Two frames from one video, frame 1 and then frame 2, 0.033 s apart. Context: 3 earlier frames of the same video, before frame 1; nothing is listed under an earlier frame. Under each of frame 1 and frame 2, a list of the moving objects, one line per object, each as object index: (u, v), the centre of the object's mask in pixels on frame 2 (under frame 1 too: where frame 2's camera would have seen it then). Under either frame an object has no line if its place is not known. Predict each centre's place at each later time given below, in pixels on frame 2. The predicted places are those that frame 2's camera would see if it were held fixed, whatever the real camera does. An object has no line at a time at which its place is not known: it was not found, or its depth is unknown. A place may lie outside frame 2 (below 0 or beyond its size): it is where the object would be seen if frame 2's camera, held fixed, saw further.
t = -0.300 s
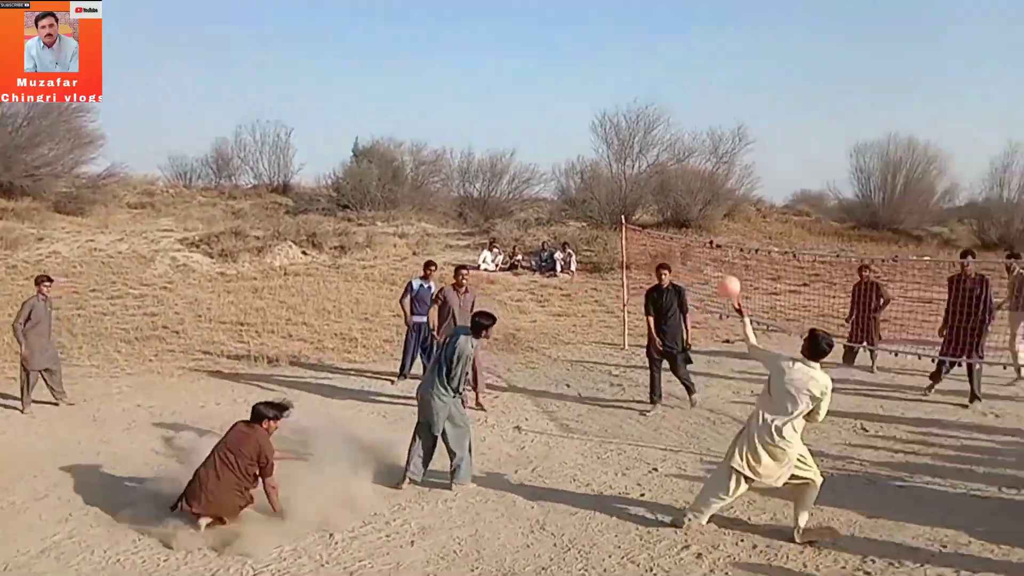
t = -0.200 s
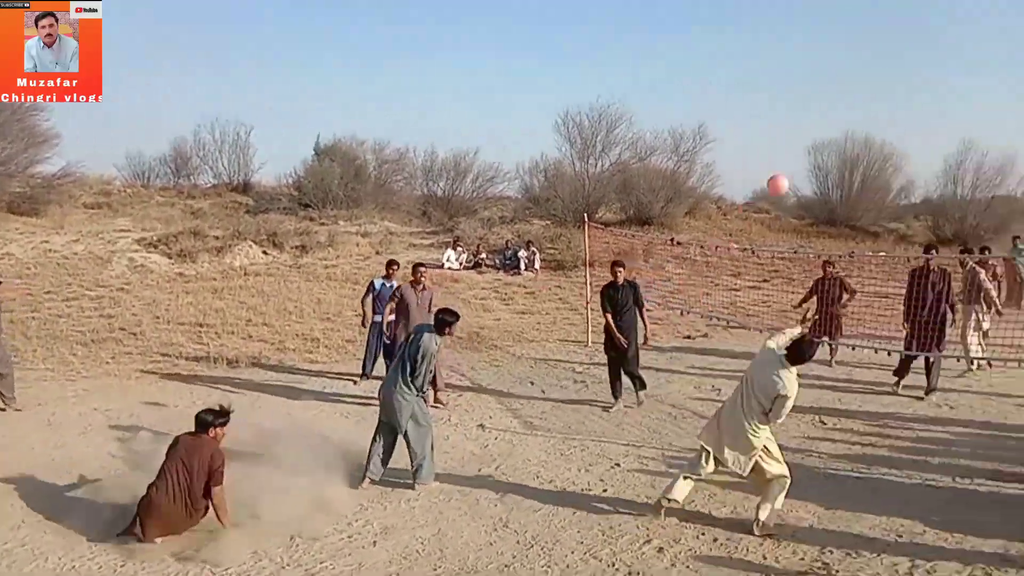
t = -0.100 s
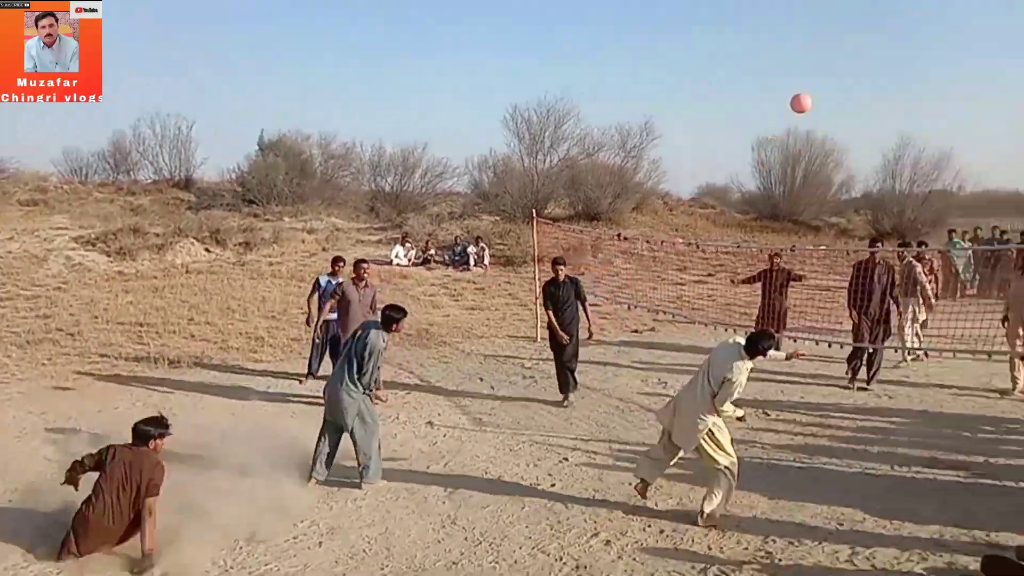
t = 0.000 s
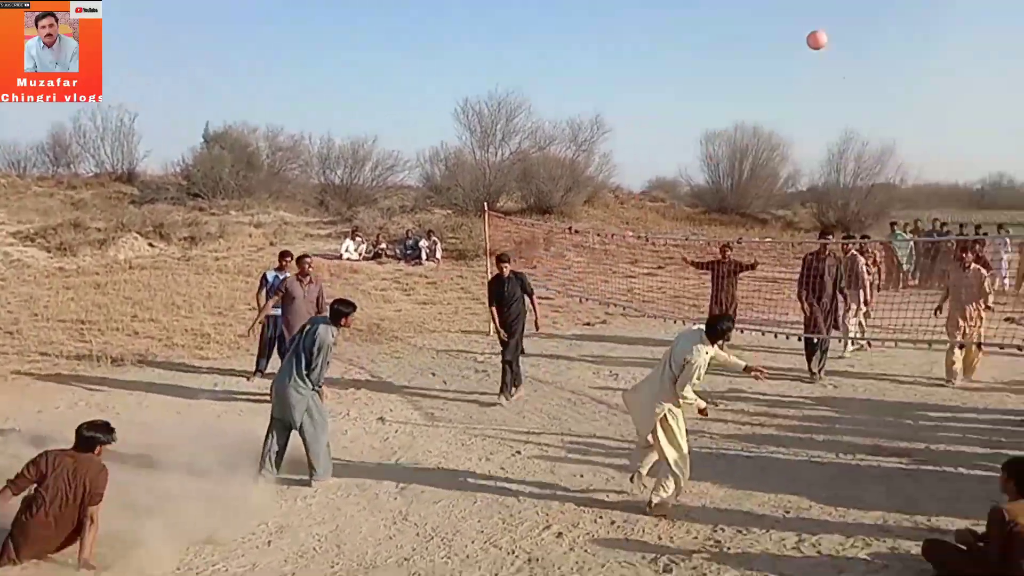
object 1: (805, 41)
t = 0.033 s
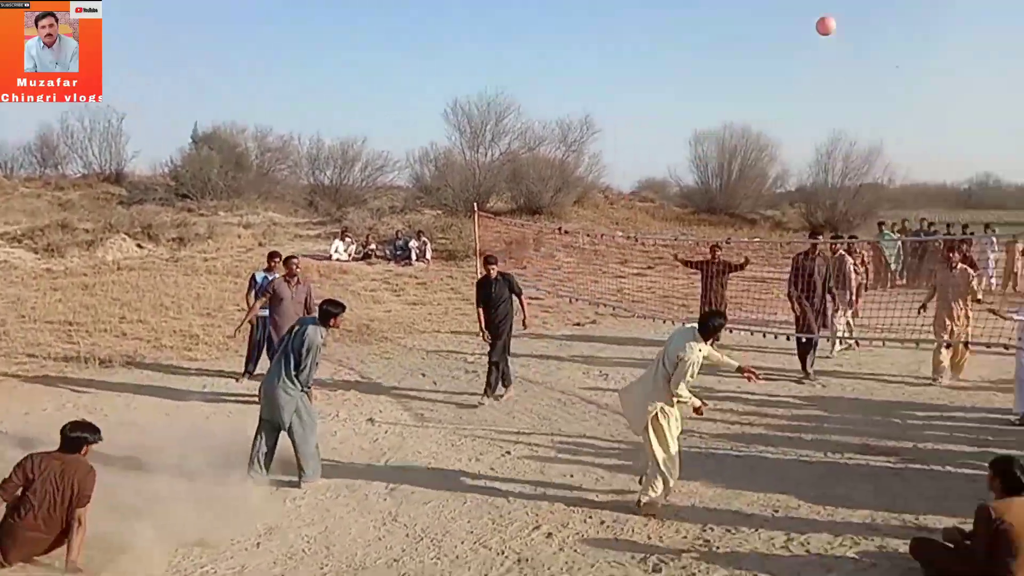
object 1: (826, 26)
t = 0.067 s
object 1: (847, 13)
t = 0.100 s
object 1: (868, 6)
